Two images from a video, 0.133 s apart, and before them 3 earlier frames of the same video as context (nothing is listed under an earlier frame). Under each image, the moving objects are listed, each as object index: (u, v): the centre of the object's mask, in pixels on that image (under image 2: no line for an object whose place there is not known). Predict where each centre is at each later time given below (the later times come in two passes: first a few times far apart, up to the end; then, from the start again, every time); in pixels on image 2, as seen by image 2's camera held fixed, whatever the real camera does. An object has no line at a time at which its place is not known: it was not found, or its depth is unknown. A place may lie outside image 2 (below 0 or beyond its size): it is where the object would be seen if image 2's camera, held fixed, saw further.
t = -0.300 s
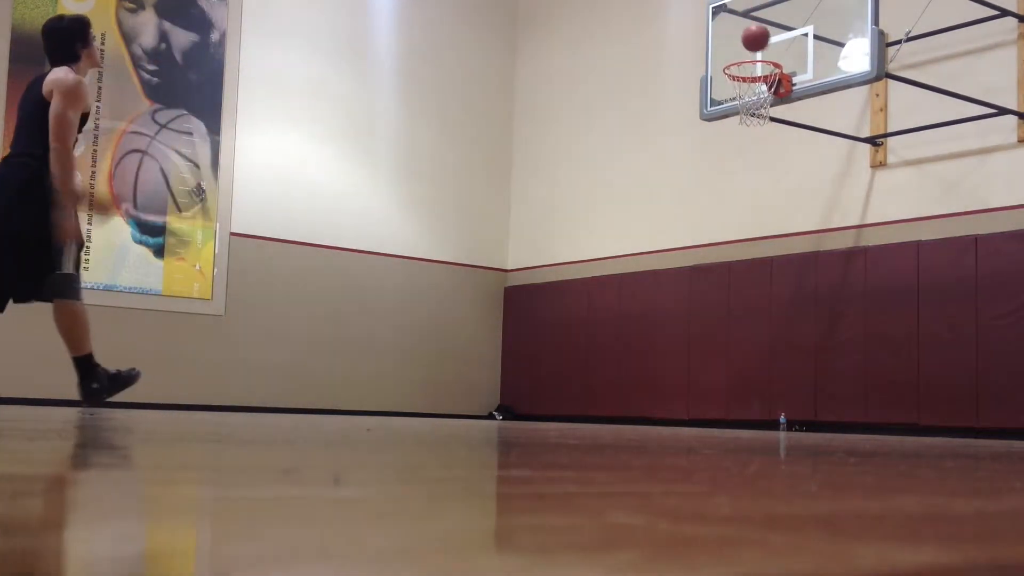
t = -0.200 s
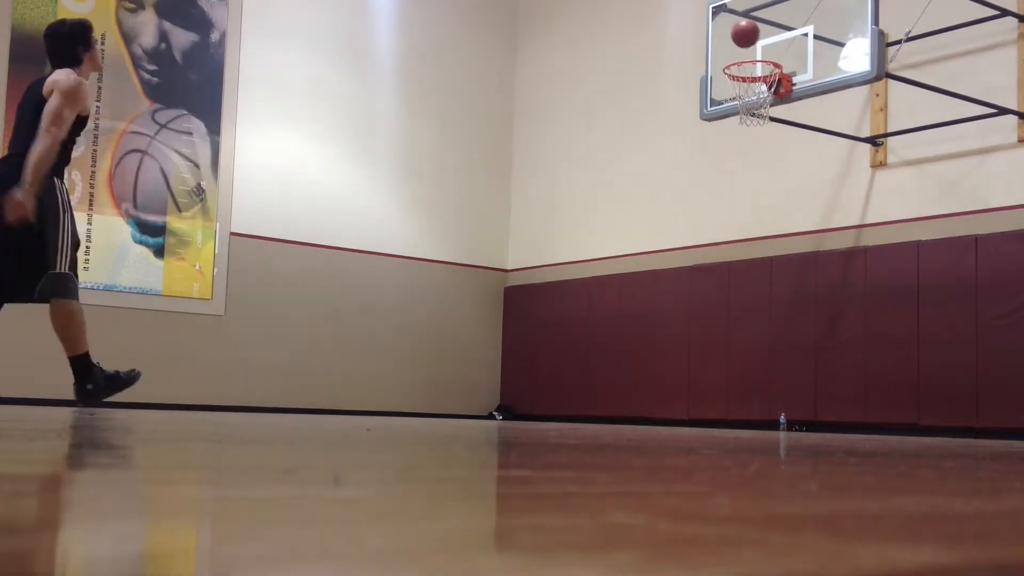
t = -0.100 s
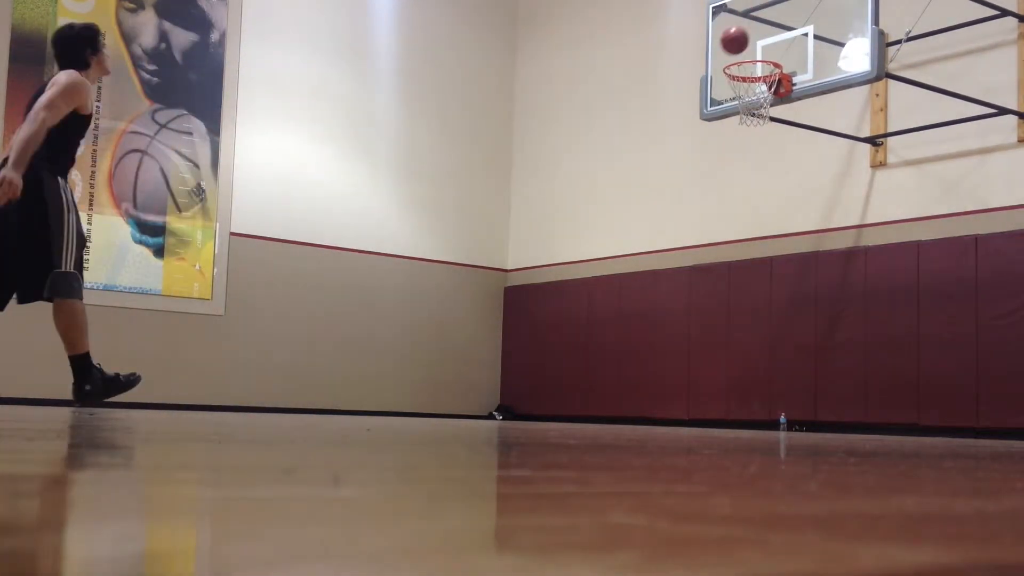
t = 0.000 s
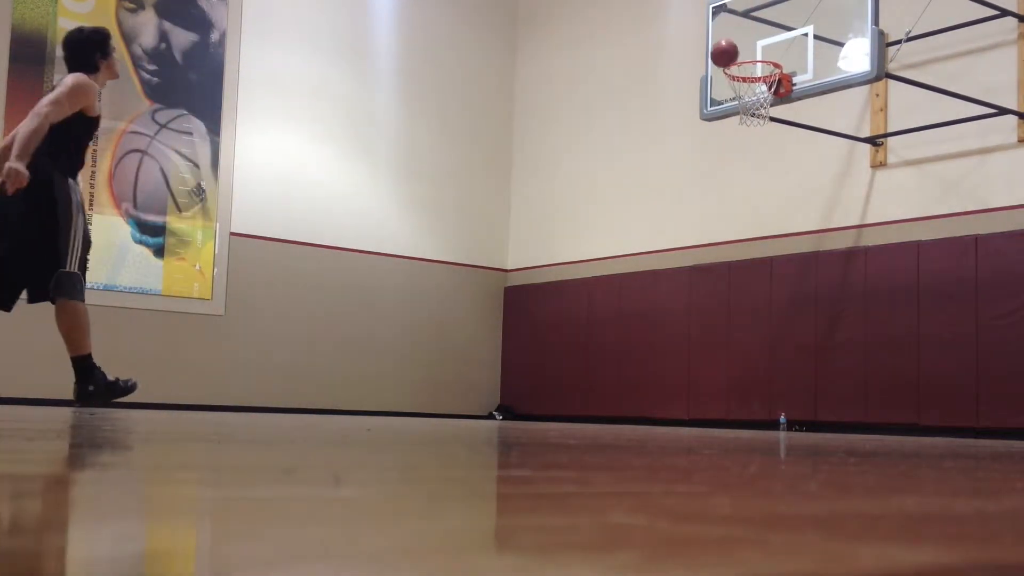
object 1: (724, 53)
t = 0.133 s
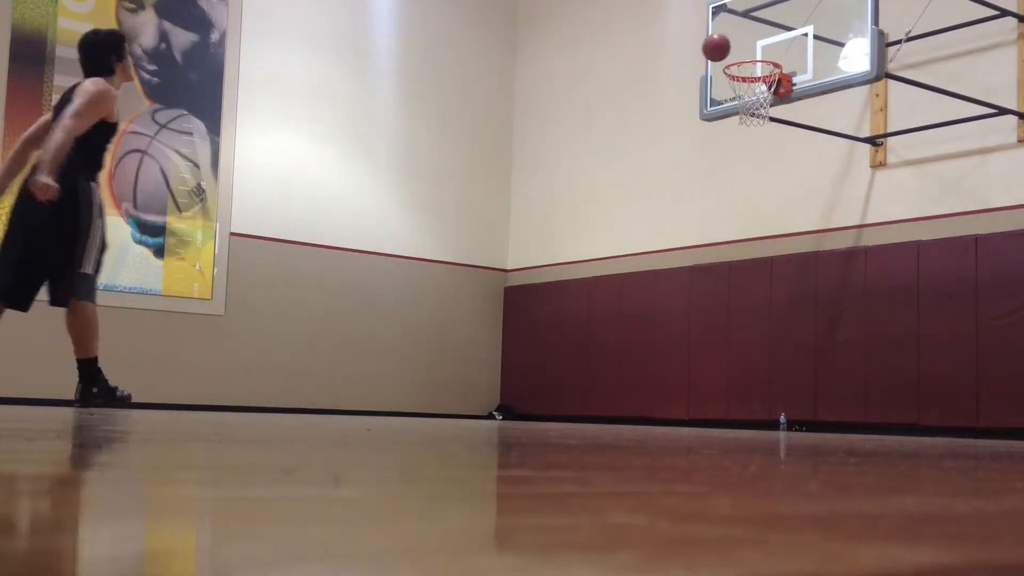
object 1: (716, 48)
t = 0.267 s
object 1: (708, 61)
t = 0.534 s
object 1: (690, 145)
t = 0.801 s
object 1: (670, 300)
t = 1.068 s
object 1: (654, 329)
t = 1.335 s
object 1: (639, 233)
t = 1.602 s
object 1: (621, 220)
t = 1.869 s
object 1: (601, 288)
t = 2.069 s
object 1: (584, 391)
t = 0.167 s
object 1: (714, 49)
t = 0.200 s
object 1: (712, 52)
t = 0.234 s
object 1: (710, 56)
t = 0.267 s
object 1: (708, 61)
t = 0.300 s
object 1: (706, 67)
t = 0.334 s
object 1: (703, 75)
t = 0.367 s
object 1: (701, 84)
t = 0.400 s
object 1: (698, 93)
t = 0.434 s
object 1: (696, 105)
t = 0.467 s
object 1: (694, 117)
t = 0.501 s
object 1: (692, 131)
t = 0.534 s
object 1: (690, 145)
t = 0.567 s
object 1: (688, 160)
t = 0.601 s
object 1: (686, 178)
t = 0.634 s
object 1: (683, 197)
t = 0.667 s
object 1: (681, 215)
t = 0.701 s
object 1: (679, 235)
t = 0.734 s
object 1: (677, 255)
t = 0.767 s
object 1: (674, 285)
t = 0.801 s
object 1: (670, 300)
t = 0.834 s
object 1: (669, 326)
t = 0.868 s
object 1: (666, 354)
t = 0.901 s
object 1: (663, 382)
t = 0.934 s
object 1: (661, 408)
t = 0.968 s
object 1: (660, 392)
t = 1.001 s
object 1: (658, 370)
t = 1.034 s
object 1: (656, 347)
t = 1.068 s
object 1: (654, 329)
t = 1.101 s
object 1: (653, 311)
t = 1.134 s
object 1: (652, 296)
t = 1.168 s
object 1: (649, 283)
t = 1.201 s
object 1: (648, 271)
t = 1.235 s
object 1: (645, 259)
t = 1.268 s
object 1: (643, 249)
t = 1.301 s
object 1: (641, 240)
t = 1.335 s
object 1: (639, 233)
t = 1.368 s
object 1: (637, 227)
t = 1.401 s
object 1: (635, 222)
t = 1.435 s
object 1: (633, 219)
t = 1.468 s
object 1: (630, 216)
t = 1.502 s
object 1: (628, 216)
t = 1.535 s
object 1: (626, 216)
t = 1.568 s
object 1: (623, 218)
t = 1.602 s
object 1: (621, 220)
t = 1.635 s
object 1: (619, 224)
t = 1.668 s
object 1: (617, 229)
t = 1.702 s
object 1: (614, 236)
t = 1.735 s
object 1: (612, 244)
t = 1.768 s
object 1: (609, 253)
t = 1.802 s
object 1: (607, 263)
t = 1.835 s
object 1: (605, 274)
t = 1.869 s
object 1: (601, 288)
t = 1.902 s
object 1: (599, 300)
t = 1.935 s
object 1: (595, 314)
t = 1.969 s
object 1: (592, 330)
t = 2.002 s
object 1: (589, 347)
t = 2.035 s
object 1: (587, 371)
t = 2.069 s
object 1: (584, 391)
